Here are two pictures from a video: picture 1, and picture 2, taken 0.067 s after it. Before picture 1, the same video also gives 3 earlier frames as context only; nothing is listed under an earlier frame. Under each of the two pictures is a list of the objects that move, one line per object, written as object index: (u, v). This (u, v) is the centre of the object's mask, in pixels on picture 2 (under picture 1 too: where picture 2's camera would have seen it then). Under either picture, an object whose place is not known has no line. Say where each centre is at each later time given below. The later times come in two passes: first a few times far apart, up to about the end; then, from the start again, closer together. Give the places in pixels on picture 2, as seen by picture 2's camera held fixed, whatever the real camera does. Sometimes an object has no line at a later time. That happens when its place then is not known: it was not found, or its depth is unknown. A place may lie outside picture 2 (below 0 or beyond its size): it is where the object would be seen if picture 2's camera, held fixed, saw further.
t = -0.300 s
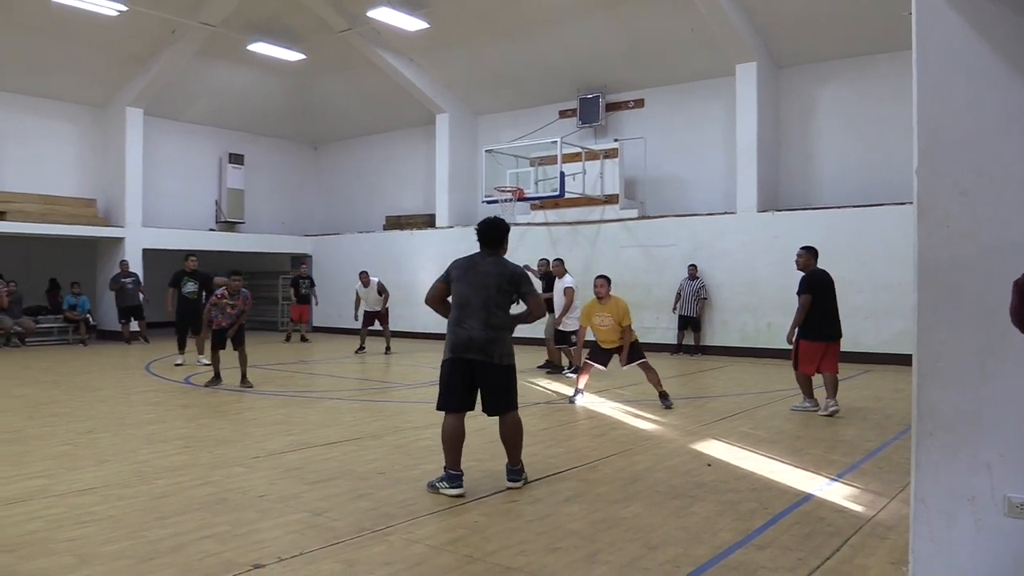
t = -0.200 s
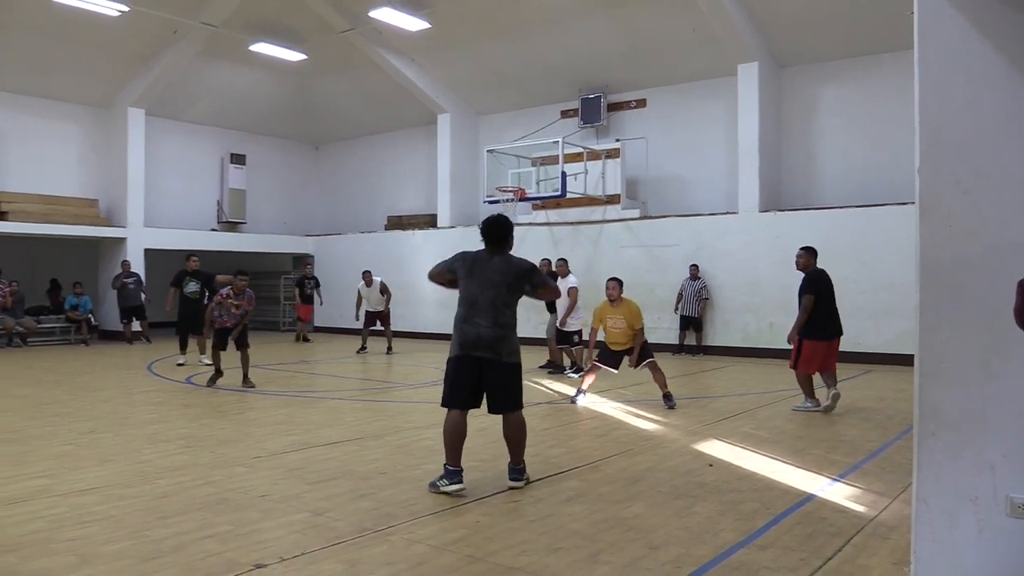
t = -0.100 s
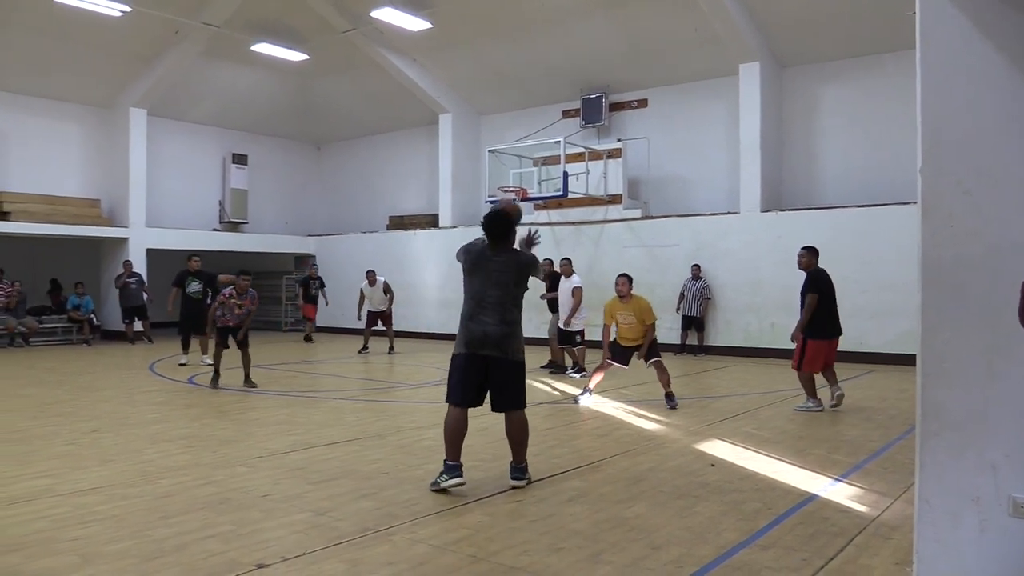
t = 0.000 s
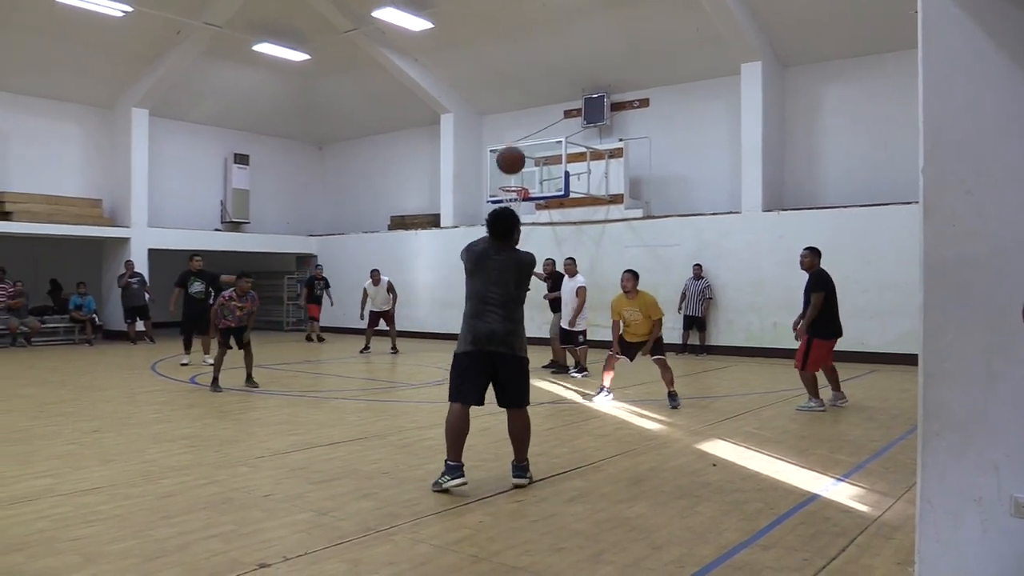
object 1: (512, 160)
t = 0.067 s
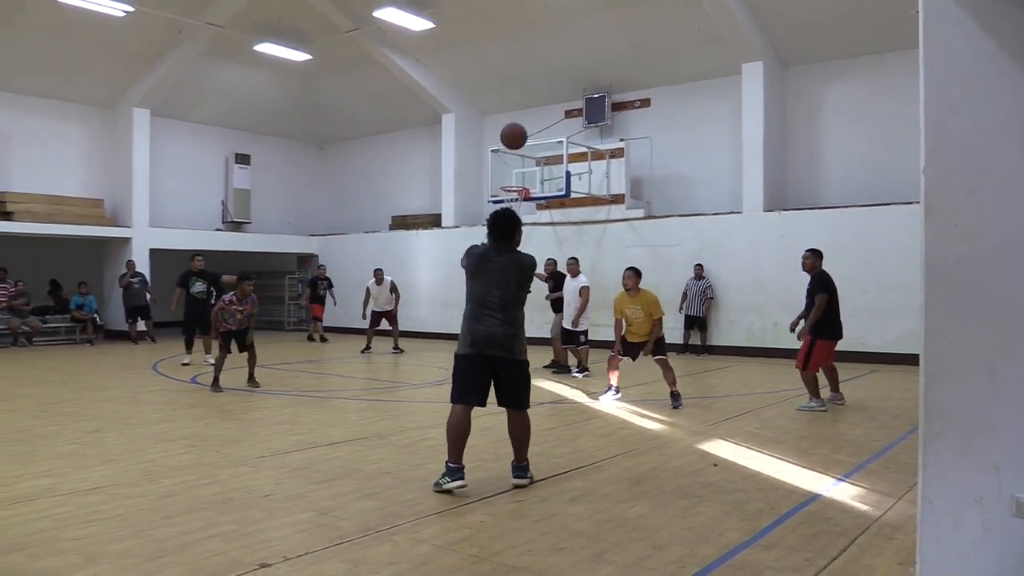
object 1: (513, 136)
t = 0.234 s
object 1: (517, 106)
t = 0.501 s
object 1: (520, 114)
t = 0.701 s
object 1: (523, 150)
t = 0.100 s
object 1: (514, 127)
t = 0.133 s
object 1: (515, 119)
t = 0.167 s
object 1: (516, 114)
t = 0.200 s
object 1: (516, 109)
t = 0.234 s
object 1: (517, 106)
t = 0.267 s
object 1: (517, 104)
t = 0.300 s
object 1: (518, 102)
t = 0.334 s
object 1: (518, 102)
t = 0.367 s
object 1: (518, 103)
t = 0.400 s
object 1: (519, 105)
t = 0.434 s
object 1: (519, 107)
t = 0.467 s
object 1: (520, 110)
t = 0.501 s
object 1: (520, 114)
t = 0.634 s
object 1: (522, 136)
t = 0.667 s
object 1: (522, 142)
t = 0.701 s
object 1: (523, 150)
